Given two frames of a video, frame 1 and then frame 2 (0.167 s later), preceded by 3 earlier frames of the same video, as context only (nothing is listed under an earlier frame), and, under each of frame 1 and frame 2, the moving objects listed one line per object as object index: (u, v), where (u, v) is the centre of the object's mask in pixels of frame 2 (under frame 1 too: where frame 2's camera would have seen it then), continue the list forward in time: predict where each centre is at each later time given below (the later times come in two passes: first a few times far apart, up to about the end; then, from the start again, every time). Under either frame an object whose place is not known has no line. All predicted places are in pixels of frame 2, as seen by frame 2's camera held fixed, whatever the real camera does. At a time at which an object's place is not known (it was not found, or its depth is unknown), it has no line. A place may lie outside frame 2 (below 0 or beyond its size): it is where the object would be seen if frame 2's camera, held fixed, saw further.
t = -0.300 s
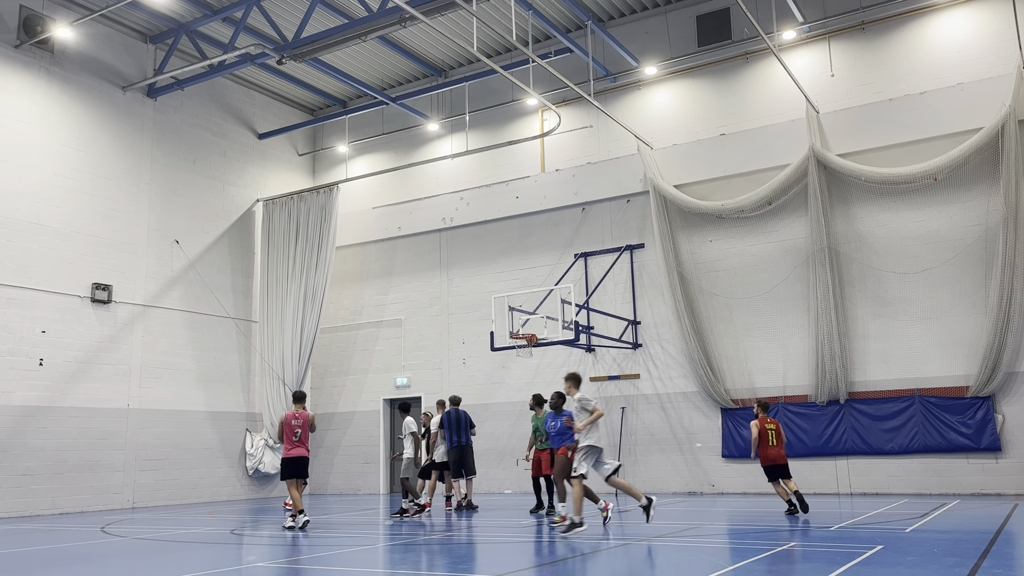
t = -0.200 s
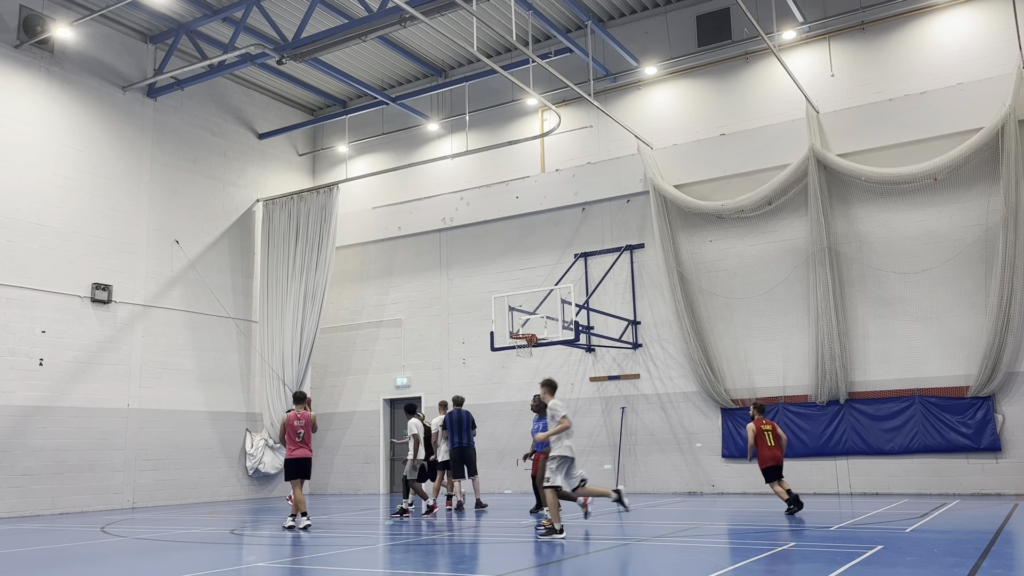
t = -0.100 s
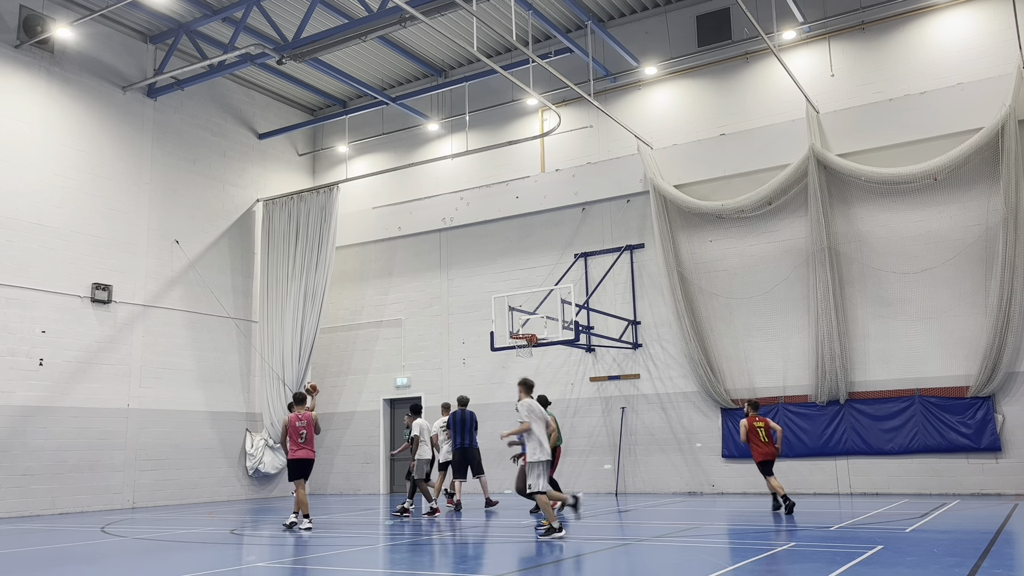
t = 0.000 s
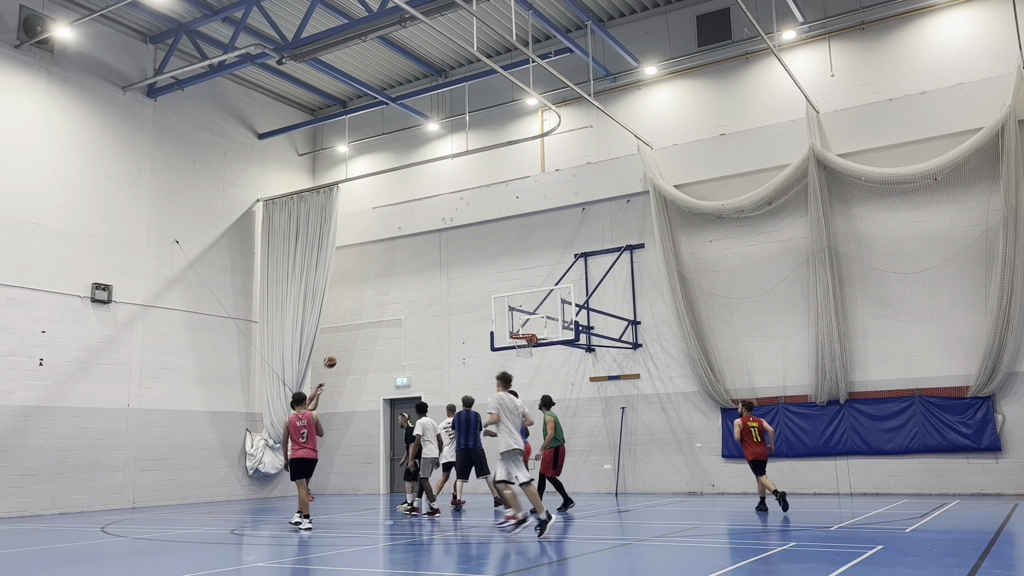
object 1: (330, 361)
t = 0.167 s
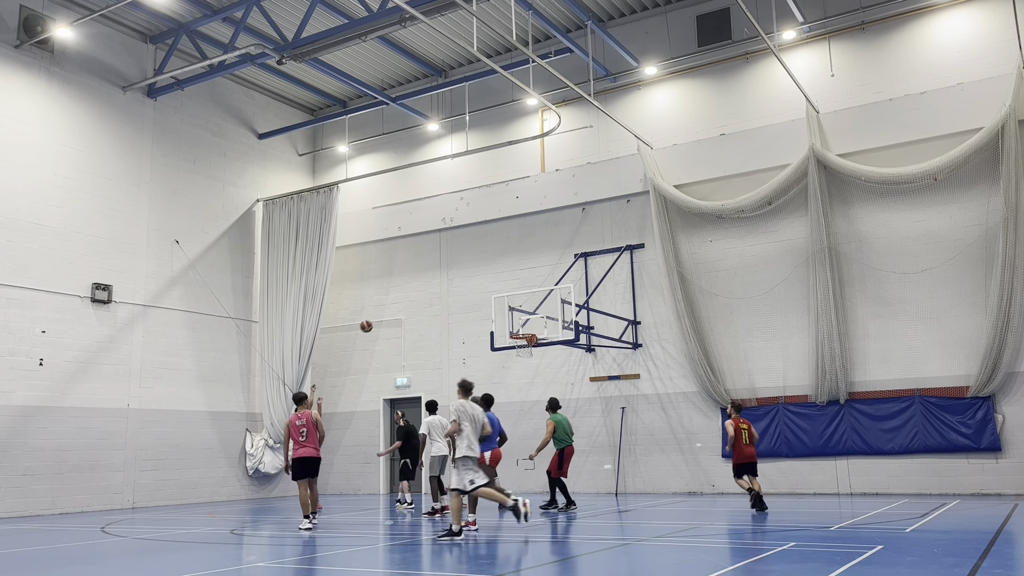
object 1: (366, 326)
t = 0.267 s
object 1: (387, 311)
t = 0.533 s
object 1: (443, 297)
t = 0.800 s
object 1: (500, 319)
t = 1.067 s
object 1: (531, 328)
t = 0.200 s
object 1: (373, 321)
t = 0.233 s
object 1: (380, 316)
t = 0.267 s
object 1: (387, 311)
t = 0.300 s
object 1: (394, 307)
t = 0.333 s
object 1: (401, 304)
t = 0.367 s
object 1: (408, 302)
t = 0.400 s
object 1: (416, 300)
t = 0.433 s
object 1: (422, 298)
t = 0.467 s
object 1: (429, 298)
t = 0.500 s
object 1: (436, 297)
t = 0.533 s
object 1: (443, 297)
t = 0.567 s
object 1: (450, 298)
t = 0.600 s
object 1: (457, 299)
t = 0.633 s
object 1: (464, 301)
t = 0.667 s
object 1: (471, 304)
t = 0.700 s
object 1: (478, 307)
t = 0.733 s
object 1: (485, 310)
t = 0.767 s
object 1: (493, 314)
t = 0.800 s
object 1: (500, 319)
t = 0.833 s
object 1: (507, 324)
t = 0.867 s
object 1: (514, 330)
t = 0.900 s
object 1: (518, 329)
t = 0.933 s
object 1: (523, 329)
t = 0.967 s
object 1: (528, 330)
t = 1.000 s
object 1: (529, 329)
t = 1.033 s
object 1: (530, 328)
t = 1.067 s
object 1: (531, 328)
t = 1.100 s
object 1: (532, 328)
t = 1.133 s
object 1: (533, 328)
